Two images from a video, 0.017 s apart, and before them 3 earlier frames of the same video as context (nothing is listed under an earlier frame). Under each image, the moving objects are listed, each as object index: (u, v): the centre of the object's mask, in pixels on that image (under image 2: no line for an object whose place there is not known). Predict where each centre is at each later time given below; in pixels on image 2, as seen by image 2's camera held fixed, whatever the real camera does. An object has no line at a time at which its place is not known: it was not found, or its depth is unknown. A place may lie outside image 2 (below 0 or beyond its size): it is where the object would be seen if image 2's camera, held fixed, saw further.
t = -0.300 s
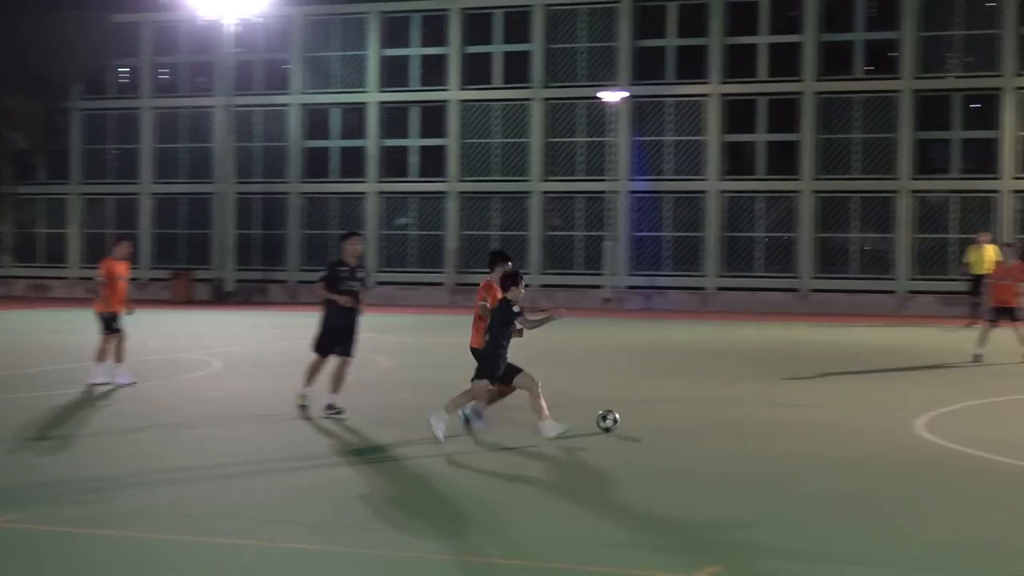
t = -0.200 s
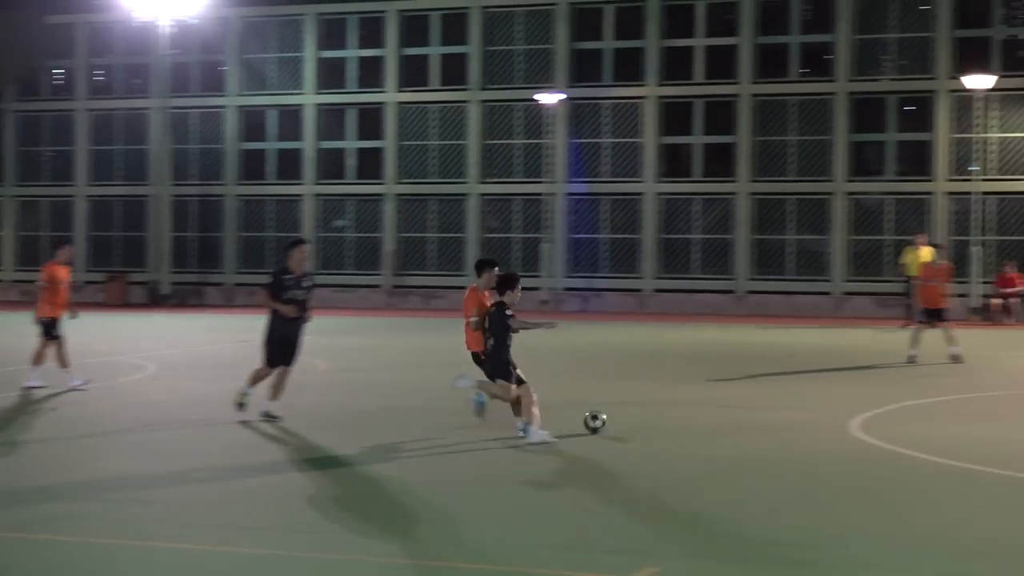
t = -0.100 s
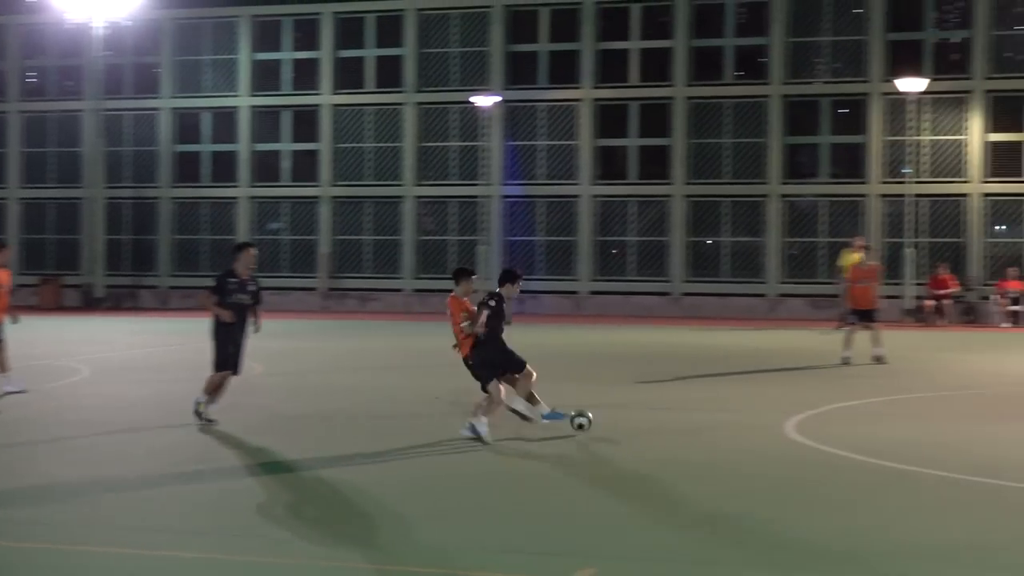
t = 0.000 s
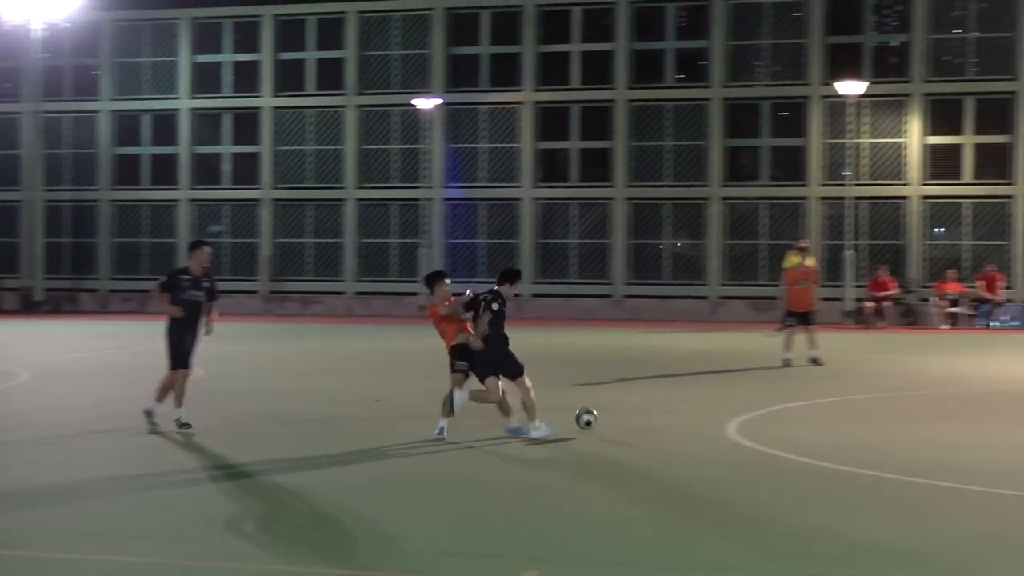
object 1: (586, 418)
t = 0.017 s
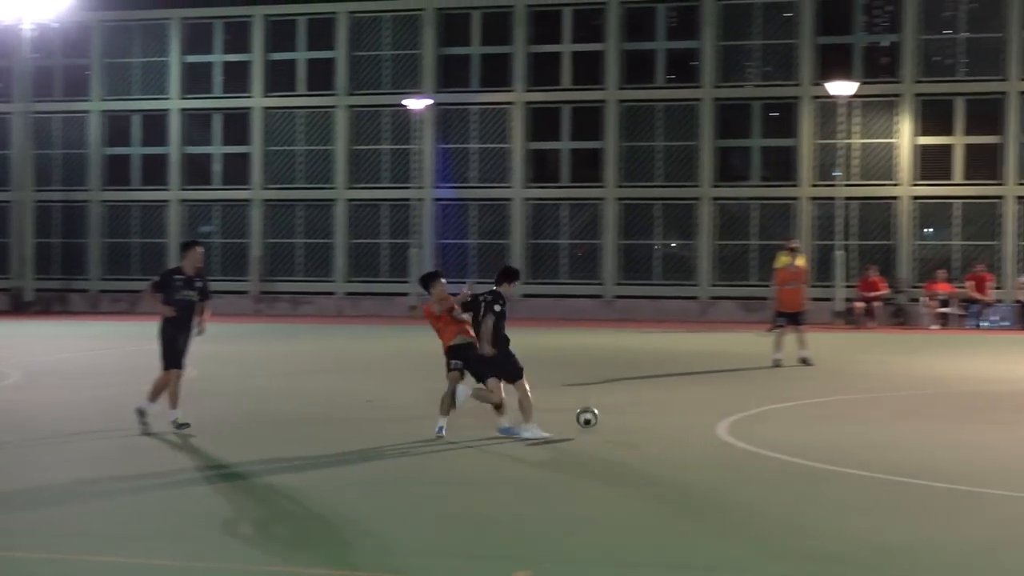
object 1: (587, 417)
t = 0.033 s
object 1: (596, 415)
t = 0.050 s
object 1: (606, 414)
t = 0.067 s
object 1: (616, 414)
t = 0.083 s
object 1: (626, 414)
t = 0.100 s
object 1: (635, 414)
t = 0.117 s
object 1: (645, 415)
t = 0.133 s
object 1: (655, 415)
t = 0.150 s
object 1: (665, 416)
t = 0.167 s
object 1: (674, 417)
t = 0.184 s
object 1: (683, 419)
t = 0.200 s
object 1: (693, 417)
